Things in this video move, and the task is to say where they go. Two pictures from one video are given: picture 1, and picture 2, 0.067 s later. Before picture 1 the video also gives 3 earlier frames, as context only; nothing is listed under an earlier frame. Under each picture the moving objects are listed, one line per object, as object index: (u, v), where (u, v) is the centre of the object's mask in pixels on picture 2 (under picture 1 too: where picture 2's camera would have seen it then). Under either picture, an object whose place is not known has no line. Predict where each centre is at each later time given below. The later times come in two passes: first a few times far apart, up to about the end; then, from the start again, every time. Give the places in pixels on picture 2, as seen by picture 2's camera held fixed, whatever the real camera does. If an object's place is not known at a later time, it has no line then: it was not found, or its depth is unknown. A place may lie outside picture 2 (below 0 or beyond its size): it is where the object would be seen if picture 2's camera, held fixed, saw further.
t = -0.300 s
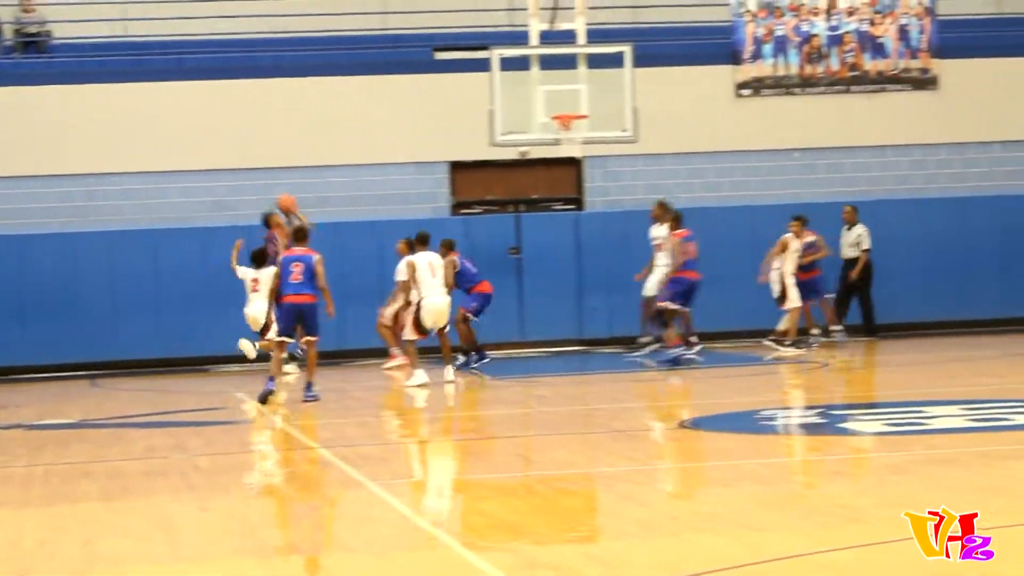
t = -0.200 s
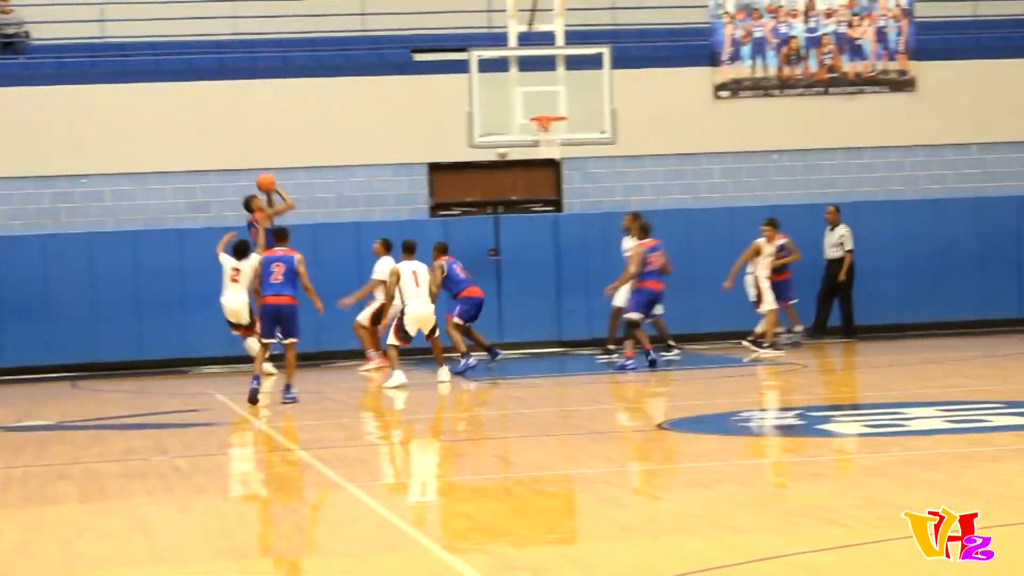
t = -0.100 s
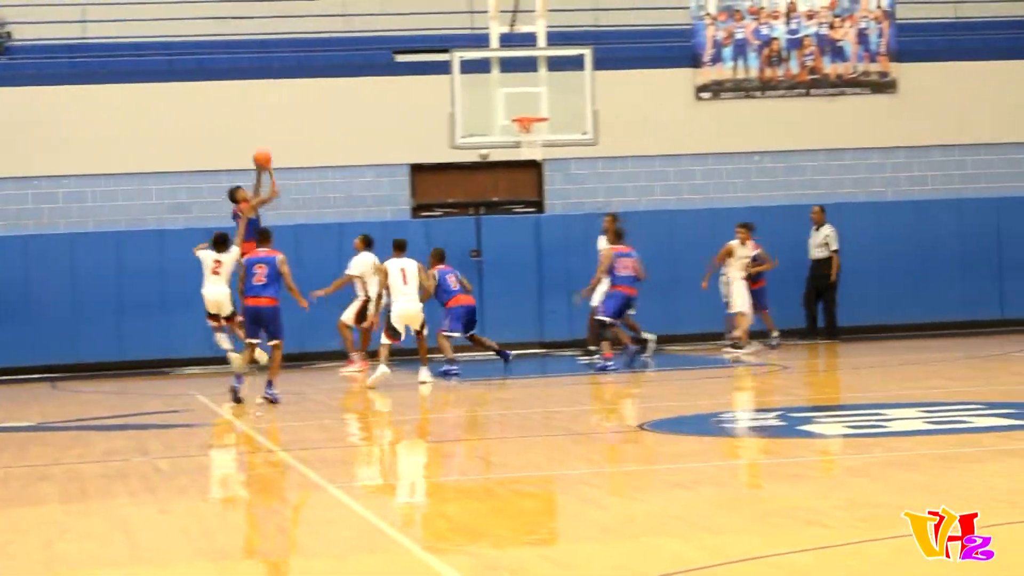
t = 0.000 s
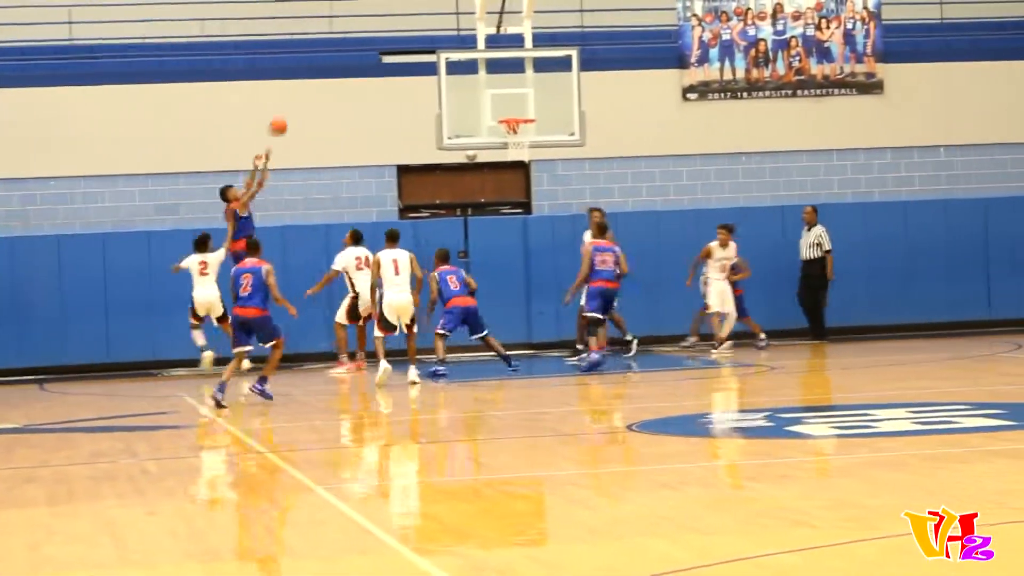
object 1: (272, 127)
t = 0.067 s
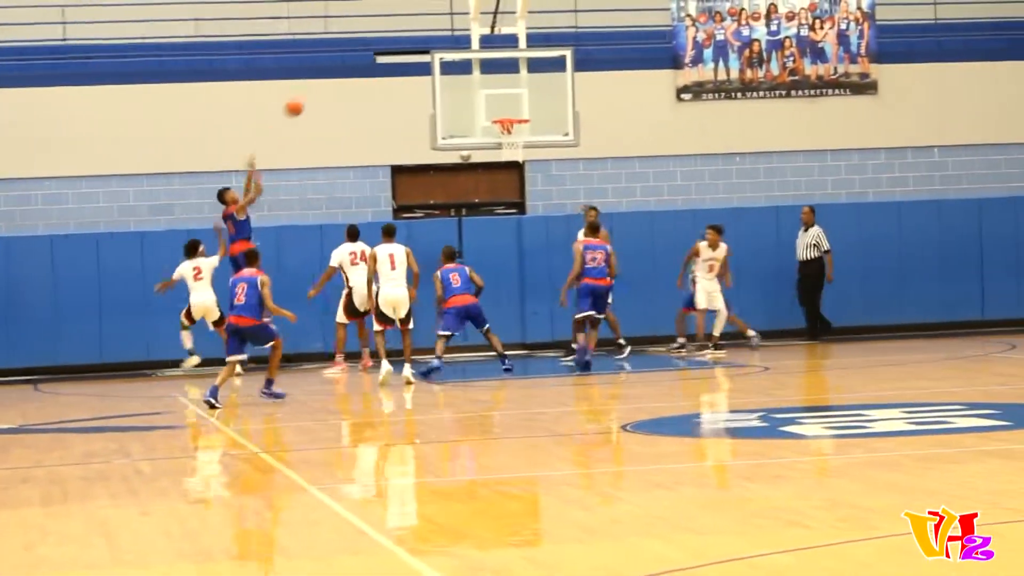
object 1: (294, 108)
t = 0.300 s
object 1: (370, 67)
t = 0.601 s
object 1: (468, 76)
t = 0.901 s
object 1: (510, 91)
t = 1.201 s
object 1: (488, 84)
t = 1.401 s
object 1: (478, 115)
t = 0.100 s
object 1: (304, 100)
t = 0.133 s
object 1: (316, 92)
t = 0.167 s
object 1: (327, 84)
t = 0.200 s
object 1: (339, 78)
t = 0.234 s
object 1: (348, 74)
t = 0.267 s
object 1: (359, 69)
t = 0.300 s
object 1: (370, 67)
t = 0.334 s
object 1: (380, 64)
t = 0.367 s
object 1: (392, 64)
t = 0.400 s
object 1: (402, 63)
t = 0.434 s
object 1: (413, 63)
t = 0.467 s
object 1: (424, 63)
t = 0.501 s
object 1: (436, 66)
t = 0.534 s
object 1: (448, 69)
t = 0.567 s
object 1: (457, 72)
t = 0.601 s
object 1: (468, 76)
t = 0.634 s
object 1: (479, 83)
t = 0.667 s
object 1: (491, 89)
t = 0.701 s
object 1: (502, 96)
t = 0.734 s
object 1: (512, 103)
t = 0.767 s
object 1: (521, 112)
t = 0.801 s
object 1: (519, 106)
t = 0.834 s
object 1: (517, 100)
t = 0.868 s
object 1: (513, 94)
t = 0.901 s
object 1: (510, 91)
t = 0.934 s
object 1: (507, 88)
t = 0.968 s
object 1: (504, 85)
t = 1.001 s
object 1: (501, 82)
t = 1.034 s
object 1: (498, 80)
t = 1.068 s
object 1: (495, 80)
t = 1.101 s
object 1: (493, 80)
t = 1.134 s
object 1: (491, 80)
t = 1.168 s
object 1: (489, 82)
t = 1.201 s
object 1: (488, 84)
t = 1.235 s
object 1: (486, 87)
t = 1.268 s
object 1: (484, 91)
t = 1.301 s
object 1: (483, 96)
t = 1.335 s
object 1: (481, 102)
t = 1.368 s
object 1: (480, 108)
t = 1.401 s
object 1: (478, 115)
